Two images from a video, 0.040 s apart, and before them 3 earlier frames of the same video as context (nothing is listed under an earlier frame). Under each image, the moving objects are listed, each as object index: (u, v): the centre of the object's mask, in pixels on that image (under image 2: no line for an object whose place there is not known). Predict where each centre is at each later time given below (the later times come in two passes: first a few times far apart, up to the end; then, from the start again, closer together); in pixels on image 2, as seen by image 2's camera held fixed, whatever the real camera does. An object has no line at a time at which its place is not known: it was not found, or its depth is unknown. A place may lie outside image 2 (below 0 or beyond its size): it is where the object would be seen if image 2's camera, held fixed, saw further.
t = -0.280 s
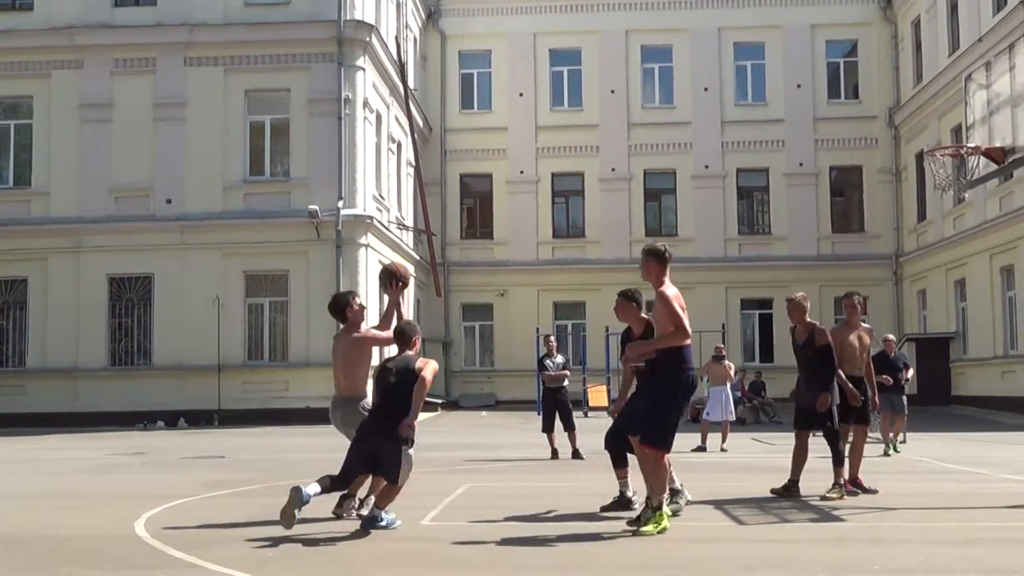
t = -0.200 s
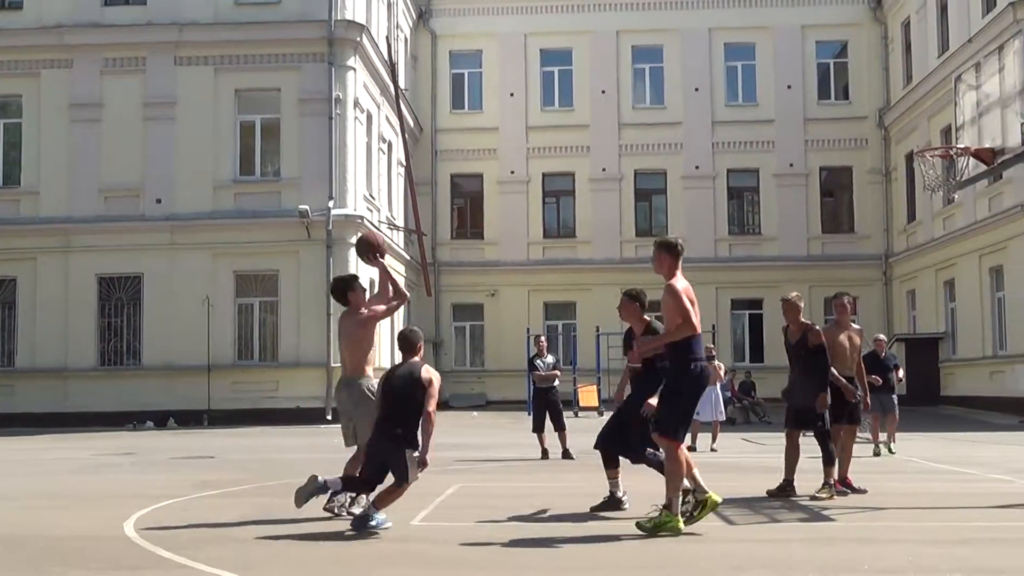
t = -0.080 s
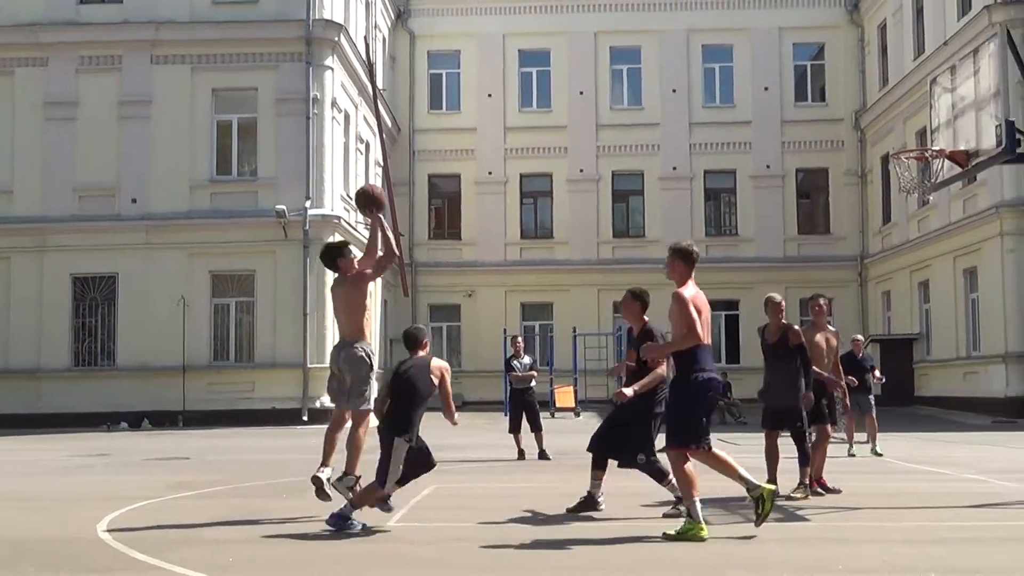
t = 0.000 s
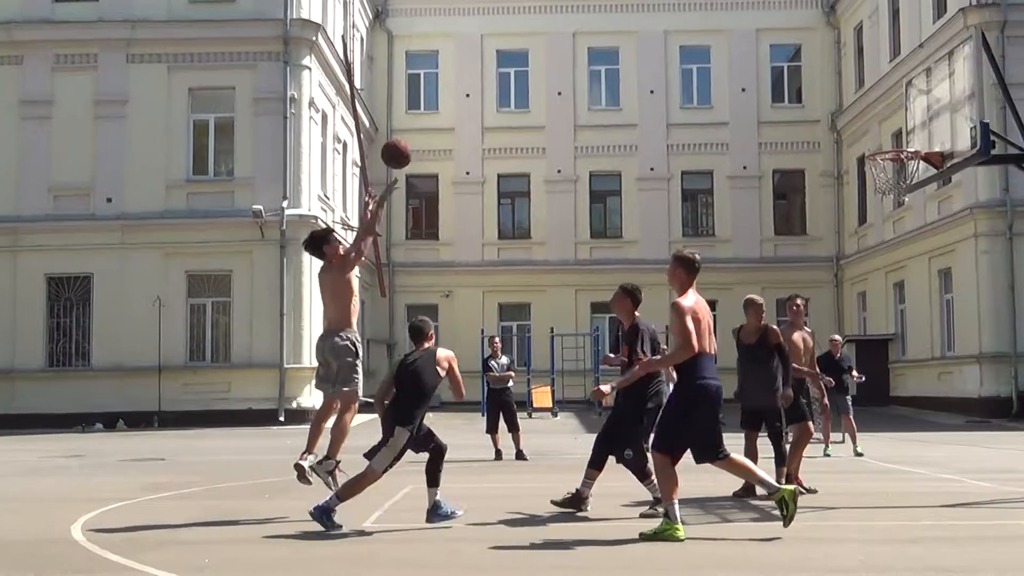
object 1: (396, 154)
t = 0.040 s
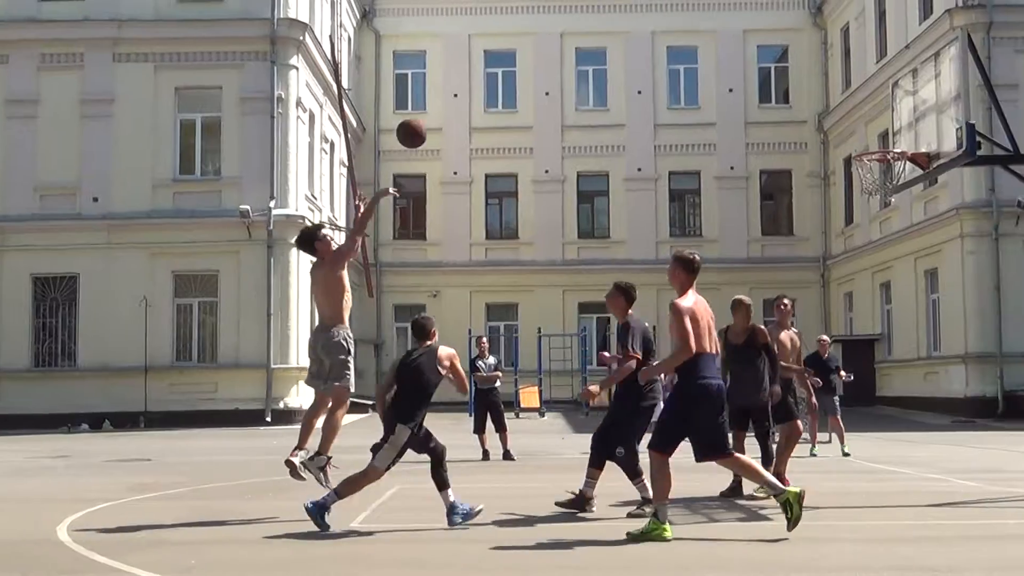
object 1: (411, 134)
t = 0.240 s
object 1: (540, 65)
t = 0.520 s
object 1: (701, 51)
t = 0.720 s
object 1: (809, 93)
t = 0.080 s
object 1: (438, 115)
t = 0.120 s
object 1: (464, 99)
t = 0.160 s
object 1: (490, 86)
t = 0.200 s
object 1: (515, 74)
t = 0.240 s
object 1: (540, 65)
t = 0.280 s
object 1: (564, 57)
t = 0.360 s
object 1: (611, 47)
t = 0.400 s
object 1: (633, 45)
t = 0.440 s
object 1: (657, 45)
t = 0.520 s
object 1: (701, 51)
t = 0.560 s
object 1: (724, 56)
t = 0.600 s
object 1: (745, 63)
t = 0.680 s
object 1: (789, 81)
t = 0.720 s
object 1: (809, 93)
